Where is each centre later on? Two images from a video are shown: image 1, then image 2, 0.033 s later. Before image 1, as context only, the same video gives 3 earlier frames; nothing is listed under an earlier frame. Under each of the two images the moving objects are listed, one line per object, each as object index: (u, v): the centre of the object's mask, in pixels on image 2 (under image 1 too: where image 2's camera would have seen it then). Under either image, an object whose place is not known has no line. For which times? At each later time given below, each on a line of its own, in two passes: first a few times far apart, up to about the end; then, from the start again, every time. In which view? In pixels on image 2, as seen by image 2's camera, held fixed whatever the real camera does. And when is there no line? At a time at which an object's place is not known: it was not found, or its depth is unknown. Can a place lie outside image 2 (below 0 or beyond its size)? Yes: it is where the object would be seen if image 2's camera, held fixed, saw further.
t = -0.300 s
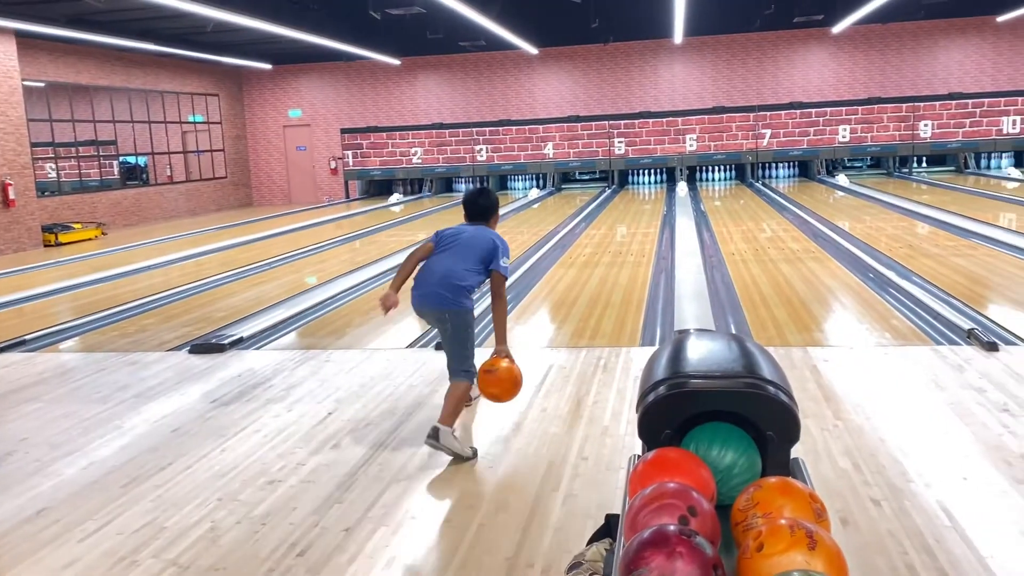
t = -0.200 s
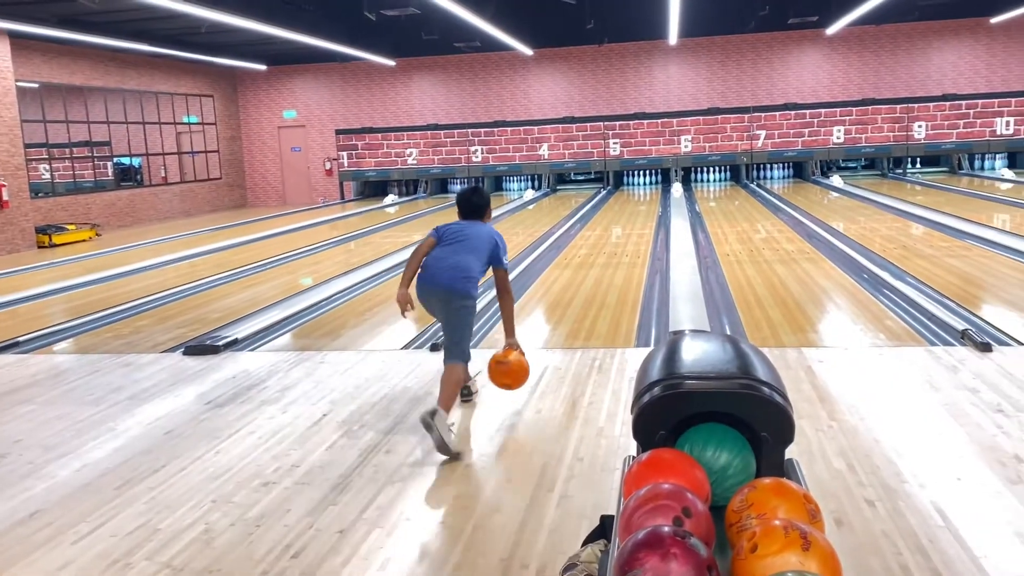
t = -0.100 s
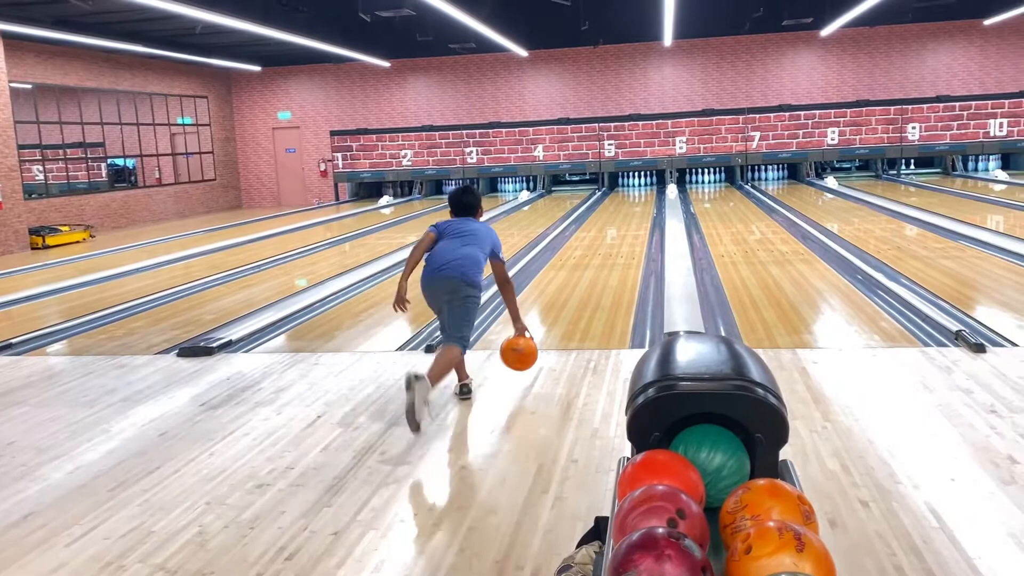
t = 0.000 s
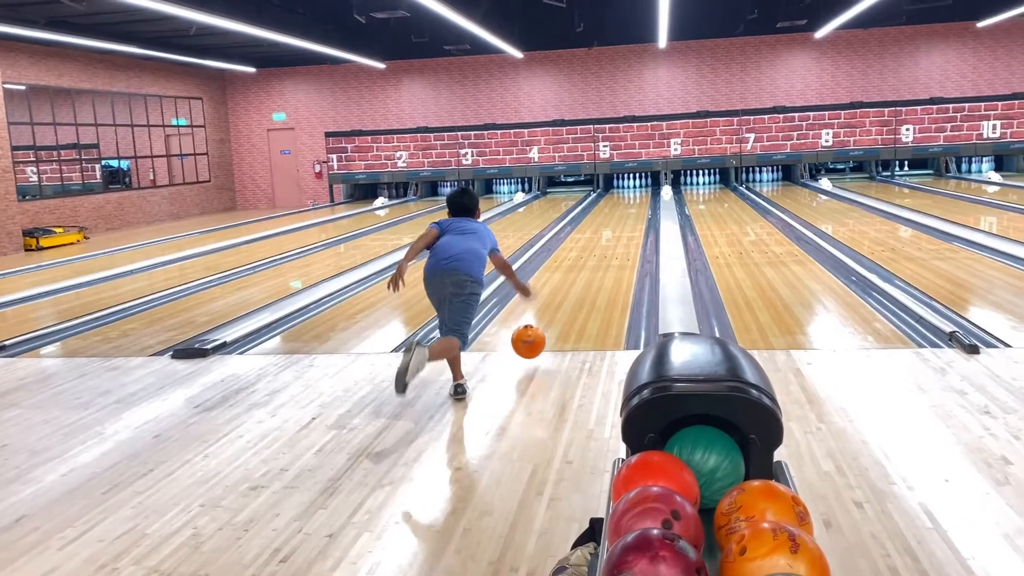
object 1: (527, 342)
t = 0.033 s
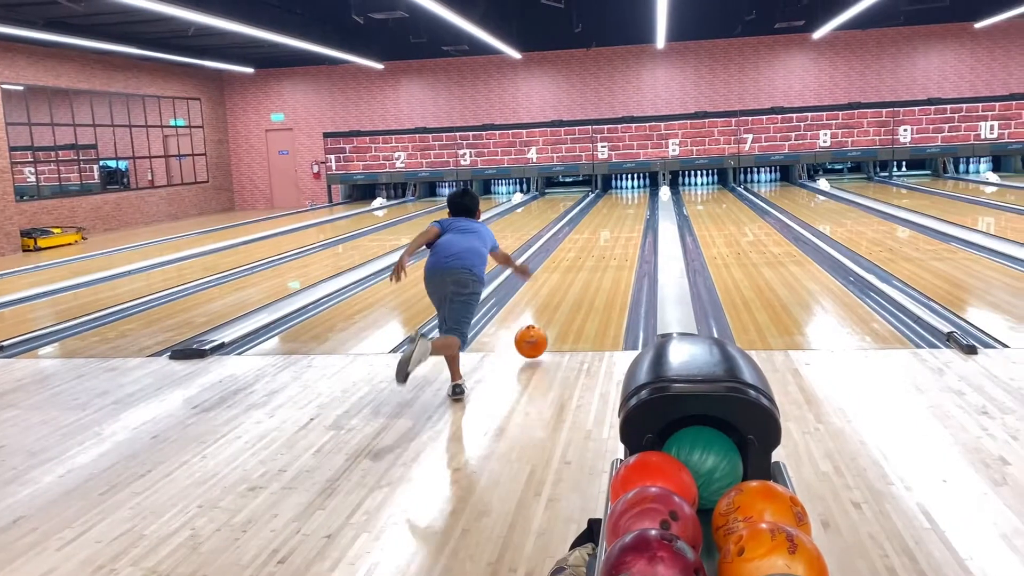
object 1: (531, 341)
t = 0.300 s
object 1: (556, 304)
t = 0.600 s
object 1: (574, 276)
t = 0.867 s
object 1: (585, 258)
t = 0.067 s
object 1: (535, 337)
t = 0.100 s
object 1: (538, 330)
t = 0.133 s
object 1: (541, 326)
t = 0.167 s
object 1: (545, 322)
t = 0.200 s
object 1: (548, 317)
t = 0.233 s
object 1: (551, 313)
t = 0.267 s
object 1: (553, 308)
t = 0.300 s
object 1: (556, 304)
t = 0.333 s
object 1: (558, 300)
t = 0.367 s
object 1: (561, 296)
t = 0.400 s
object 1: (563, 293)
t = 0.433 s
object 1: (565, 290)
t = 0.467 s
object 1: (567, 287)
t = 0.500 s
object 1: (568, 284)
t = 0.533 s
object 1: (571, 281)
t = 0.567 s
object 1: (572, 278)
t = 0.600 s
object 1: (574, 276)
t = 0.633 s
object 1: (575, 273)
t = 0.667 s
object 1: (576, 271)
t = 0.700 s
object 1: (578, 268)
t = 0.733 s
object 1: (579, 266)
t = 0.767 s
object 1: (580, 264)
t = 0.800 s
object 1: (582, 262)
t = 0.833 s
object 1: (583, 261)
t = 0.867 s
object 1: (585, 258)
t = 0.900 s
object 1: (586, 257)
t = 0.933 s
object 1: (587, 256)
